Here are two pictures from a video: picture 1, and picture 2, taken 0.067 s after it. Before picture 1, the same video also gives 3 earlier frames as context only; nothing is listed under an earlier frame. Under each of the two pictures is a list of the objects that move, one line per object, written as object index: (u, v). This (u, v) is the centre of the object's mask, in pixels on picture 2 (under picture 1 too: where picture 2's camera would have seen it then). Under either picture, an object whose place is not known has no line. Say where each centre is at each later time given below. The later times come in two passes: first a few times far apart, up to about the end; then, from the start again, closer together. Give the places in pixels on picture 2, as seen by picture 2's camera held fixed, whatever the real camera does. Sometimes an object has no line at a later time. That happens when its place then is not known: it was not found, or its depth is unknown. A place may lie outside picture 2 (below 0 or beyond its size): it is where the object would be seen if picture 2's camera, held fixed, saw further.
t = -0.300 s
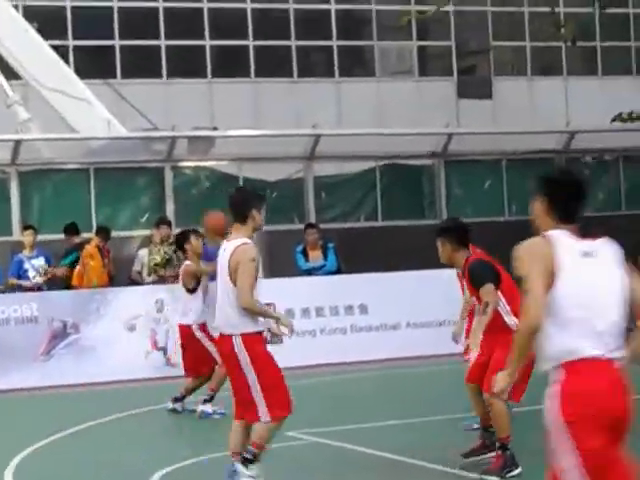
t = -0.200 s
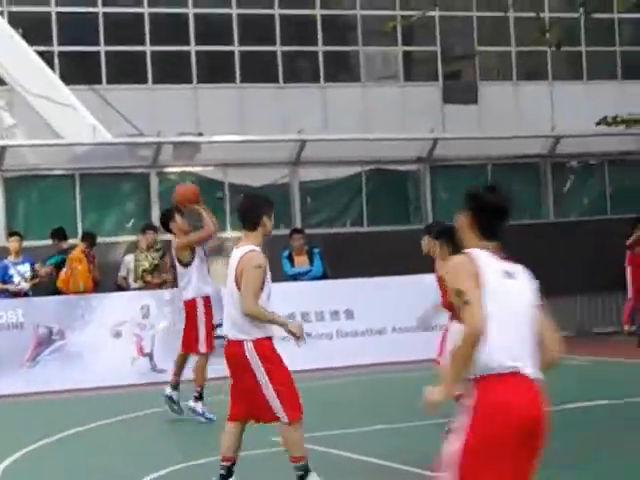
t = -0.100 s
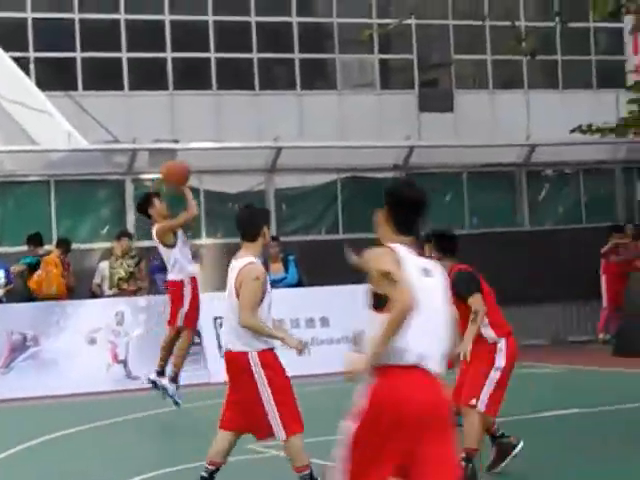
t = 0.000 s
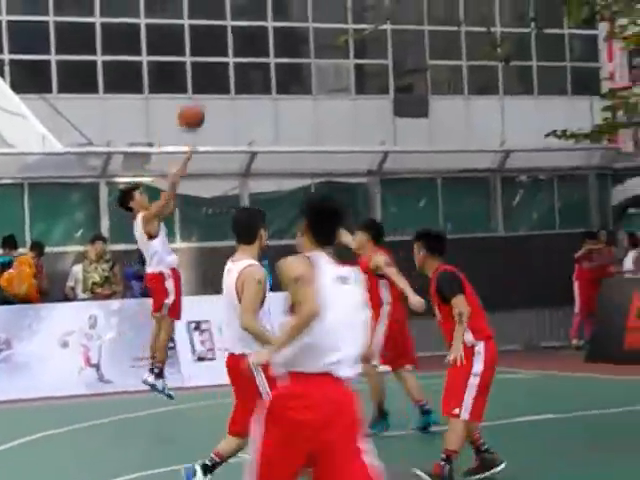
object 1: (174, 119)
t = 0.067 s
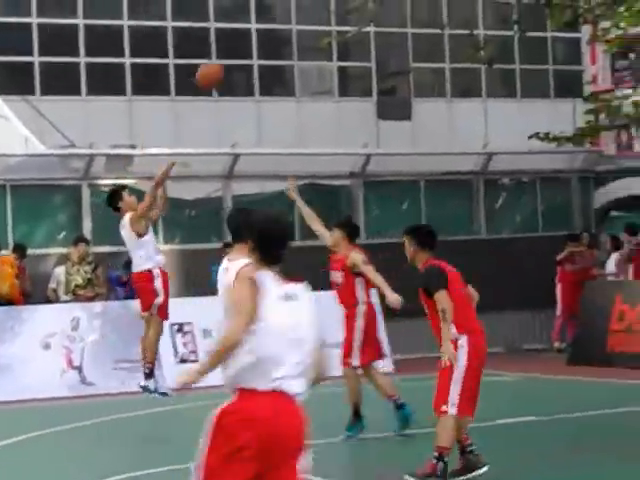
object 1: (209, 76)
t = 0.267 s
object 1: (322, -22)
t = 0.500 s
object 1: (458, -81)
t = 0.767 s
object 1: (622, -73)
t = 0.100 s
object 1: (229, 54)
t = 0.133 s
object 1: (246, 38)
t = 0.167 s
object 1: (265, 20)
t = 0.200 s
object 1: (284, 5)
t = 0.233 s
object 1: (303, -10)
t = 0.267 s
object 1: (322, -22)
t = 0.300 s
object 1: (340, -34)
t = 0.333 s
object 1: (361, -46)
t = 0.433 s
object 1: (418, -70)
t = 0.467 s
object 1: (440, -77)
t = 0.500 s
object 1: (458, -81)
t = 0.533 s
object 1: (476, -86)
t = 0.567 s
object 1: (495, -87)
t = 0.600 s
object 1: (515, -87)
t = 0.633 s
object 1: (537, -86)
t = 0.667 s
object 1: (557, -87)
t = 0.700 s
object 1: (579, -82)
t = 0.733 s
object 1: (600, -79)
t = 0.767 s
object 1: (622, -73)
